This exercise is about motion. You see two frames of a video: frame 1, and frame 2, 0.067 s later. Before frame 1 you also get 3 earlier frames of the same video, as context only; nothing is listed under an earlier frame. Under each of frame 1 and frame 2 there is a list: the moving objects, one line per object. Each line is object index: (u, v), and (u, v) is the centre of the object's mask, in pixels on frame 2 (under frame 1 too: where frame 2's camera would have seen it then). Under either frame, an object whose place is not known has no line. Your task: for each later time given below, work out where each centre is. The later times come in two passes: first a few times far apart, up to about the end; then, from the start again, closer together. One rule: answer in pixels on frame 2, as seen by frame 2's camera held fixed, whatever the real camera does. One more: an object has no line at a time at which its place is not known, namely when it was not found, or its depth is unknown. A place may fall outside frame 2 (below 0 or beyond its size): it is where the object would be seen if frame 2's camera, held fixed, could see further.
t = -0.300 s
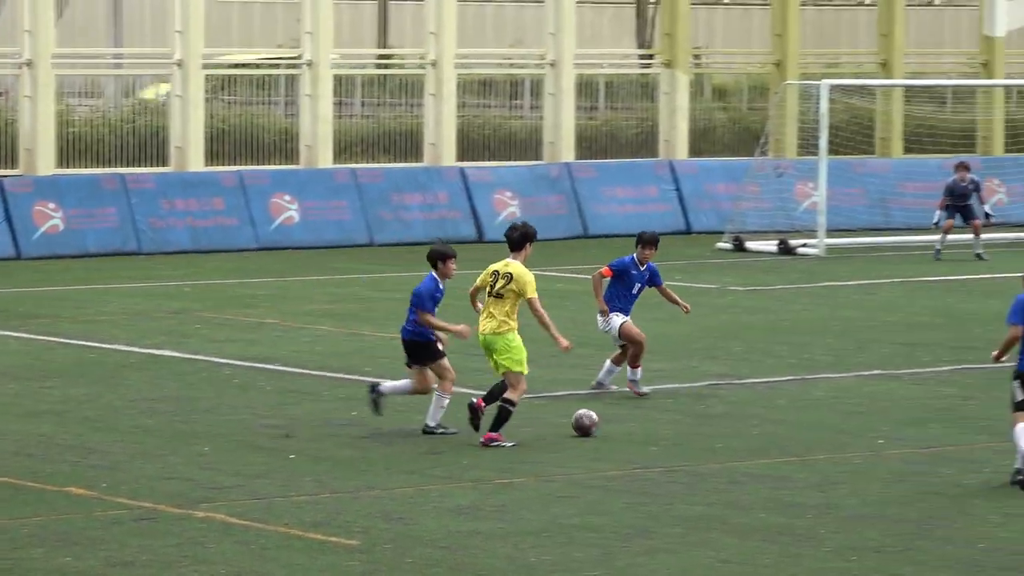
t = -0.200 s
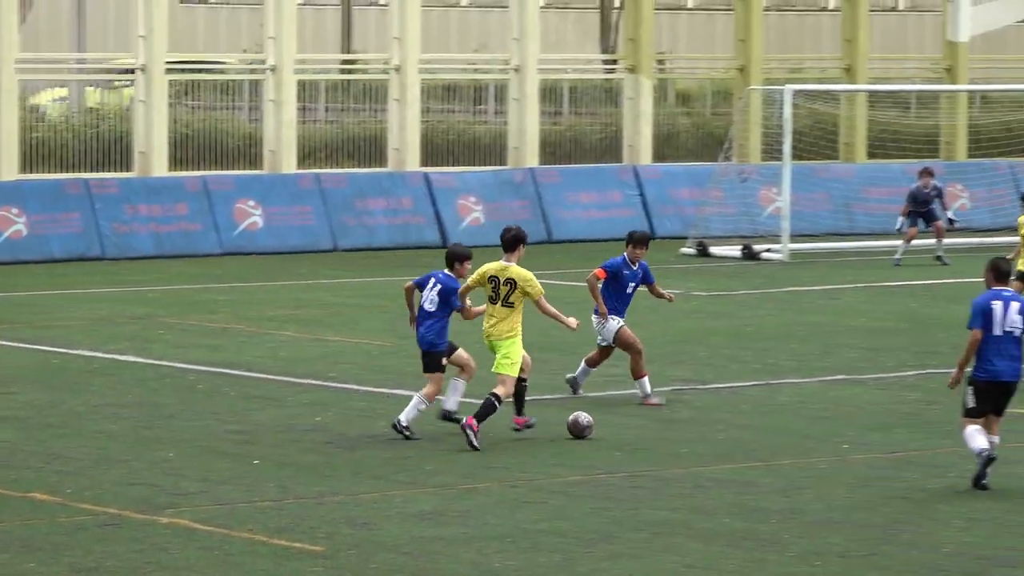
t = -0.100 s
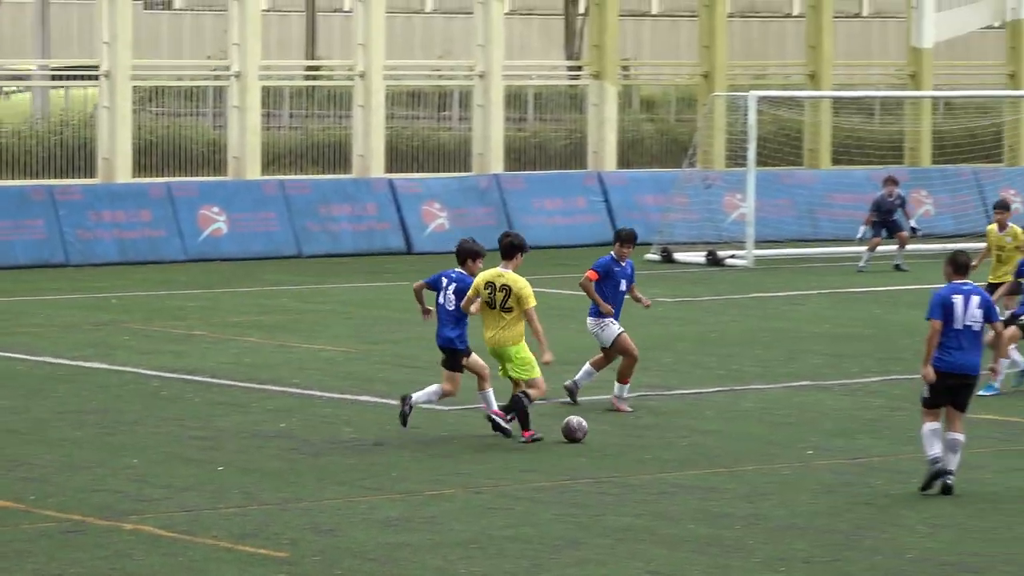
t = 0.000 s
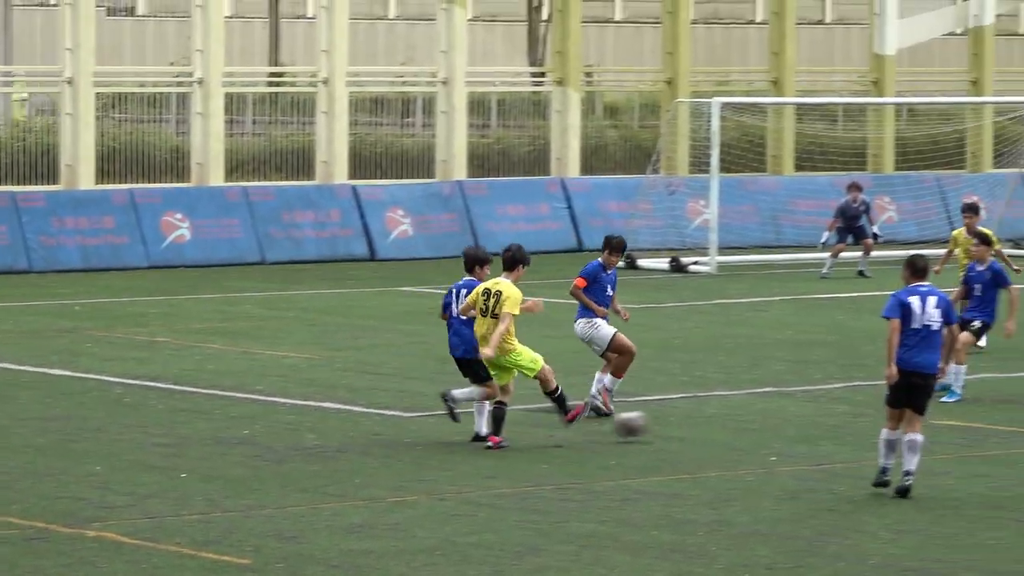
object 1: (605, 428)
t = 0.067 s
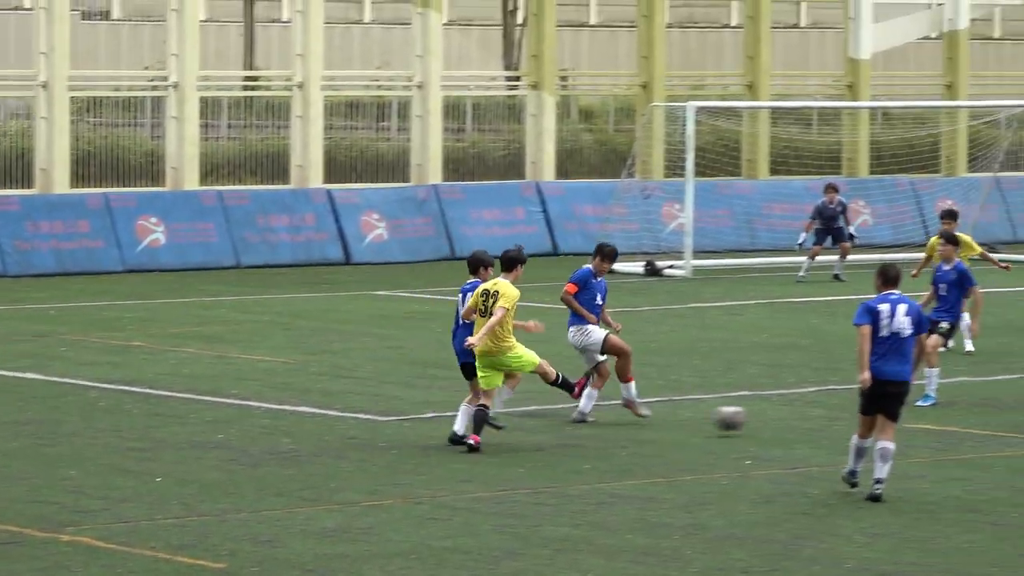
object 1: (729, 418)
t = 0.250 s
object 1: (1017, 394)
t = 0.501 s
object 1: (1328, 376)
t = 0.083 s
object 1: (758, 417)
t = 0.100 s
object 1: (787, 416)
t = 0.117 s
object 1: (816, 417)
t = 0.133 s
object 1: (843, 416)
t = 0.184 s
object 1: (921, 404)
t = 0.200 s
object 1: (945, 400)
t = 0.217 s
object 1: (970, 398)
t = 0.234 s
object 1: (994, 396)
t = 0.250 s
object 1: (1017, 394)
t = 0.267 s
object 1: (1041, 392)
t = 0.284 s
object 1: (1064, 392)
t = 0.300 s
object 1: (1087, 391)
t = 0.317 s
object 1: (1109, 392)
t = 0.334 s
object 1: (1132, 392)
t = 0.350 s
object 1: (1155, 393)
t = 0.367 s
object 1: (1176, 391)
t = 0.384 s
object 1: (1195, 387)
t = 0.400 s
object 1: (1214, 384)
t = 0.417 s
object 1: (1233, 382)
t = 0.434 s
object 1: (1252, 380)
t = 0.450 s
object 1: (1271, 378)
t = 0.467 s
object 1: (1290, 377)
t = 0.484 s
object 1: (1309, 376)
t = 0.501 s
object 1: (1328, 376)
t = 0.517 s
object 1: (1347, 376)
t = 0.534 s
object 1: (1365, 377)
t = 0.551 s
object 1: (1384, 378)
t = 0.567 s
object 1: (1403, 380)
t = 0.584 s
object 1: (1422, 381)
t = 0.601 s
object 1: (1439, 384)
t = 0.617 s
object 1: (1457, 383)
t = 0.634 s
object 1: (1473, 379)
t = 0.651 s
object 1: (1488, 377)
